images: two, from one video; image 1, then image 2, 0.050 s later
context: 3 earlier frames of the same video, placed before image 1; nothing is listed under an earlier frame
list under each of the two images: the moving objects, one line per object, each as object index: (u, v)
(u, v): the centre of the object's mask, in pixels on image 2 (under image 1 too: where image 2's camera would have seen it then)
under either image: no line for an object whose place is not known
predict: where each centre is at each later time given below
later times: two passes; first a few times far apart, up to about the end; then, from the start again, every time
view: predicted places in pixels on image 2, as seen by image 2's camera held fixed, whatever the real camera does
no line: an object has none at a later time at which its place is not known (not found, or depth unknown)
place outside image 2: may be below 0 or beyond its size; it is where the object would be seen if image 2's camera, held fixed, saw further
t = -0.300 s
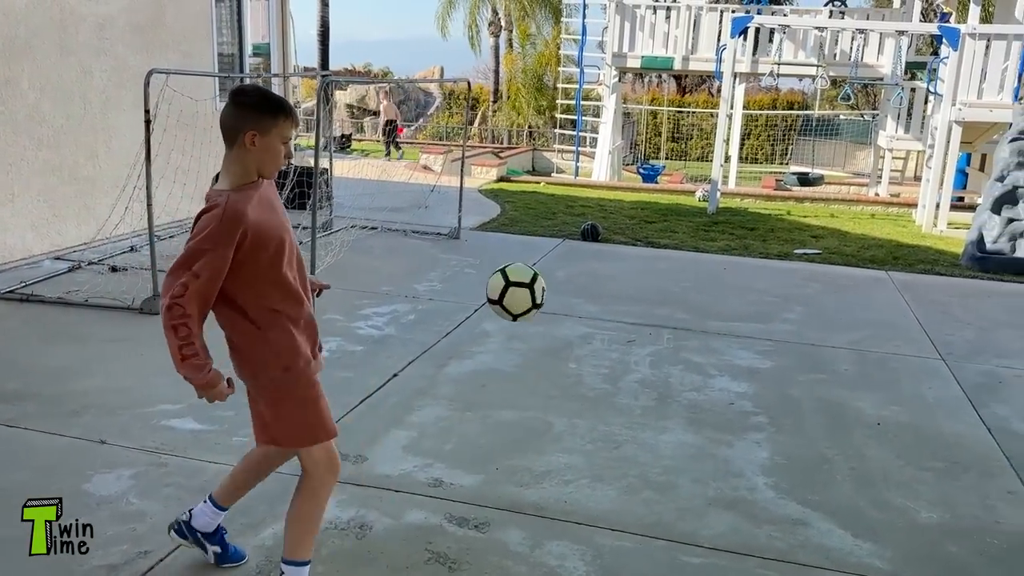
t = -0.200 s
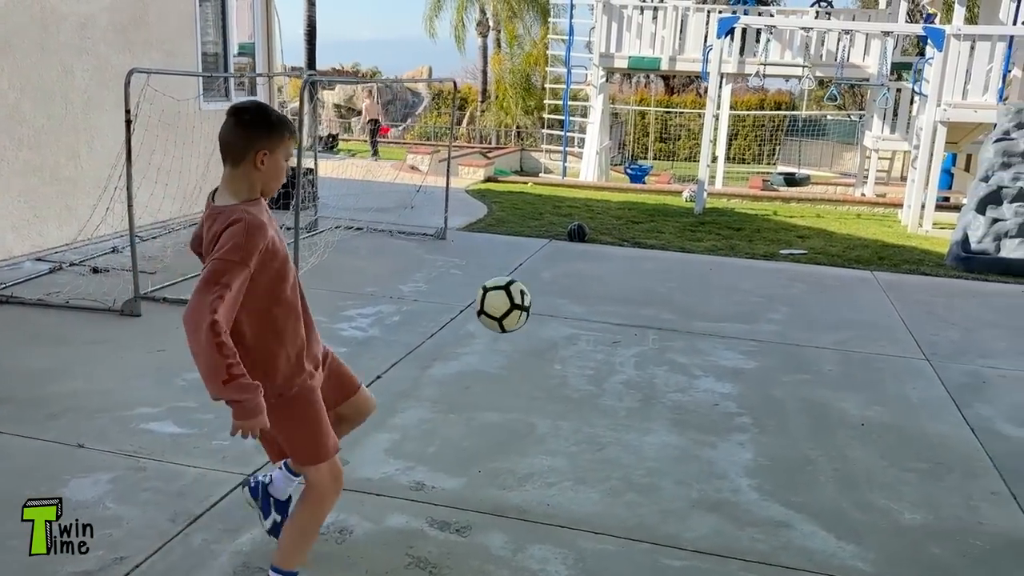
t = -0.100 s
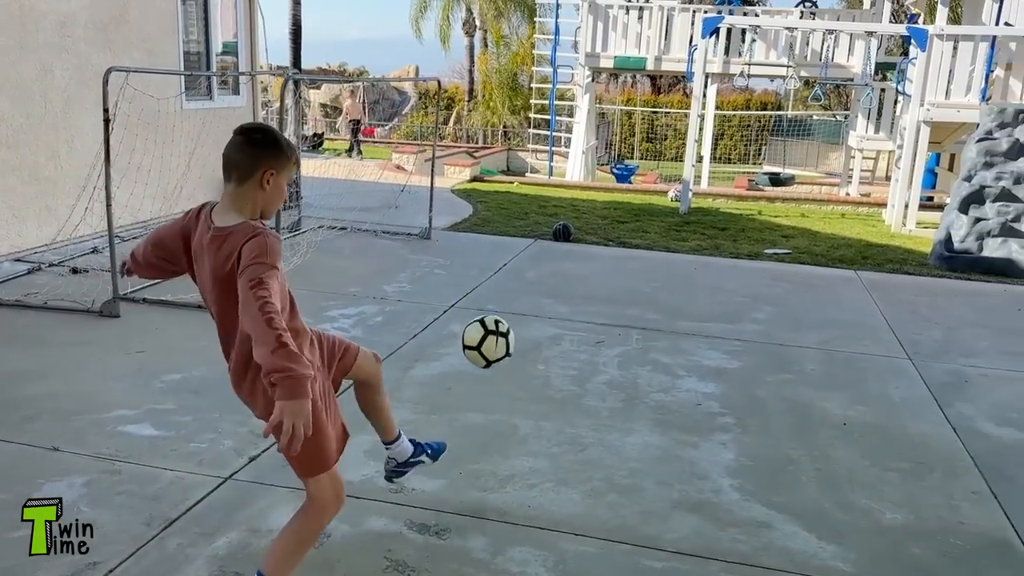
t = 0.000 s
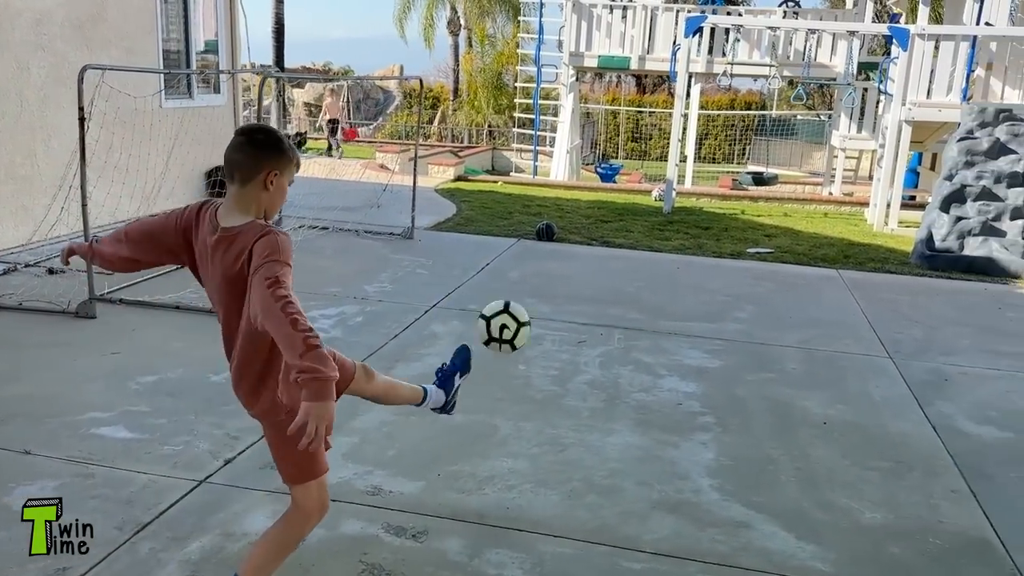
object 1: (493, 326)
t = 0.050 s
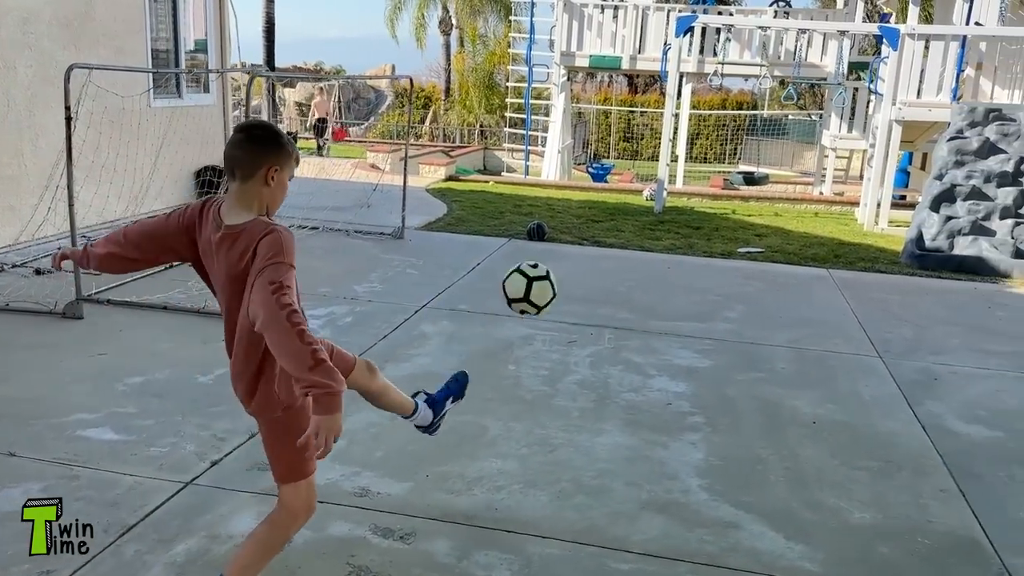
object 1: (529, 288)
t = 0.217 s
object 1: (656, 197)
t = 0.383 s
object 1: (797, 187)
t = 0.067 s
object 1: (541, 276)
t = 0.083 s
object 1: (553, 265)
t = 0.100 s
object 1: (566, 255)
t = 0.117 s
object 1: (579, 244)
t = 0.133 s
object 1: (591, 235)
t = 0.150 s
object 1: (604, 226)
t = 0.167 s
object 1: (616, 218)
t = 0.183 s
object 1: (630, 210)
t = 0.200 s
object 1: (642, 204)
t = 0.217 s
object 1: (656, 197)
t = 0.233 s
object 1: (669, 193)
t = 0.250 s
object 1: (682, 189)
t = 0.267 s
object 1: (696, 185)
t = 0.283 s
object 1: (710, 183)
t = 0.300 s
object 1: (724, 182)
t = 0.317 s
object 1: (739, 181)
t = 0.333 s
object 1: (753, 181)
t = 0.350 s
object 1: (767, 183)
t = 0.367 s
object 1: (782, 184)
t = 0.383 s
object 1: (797, 187)
